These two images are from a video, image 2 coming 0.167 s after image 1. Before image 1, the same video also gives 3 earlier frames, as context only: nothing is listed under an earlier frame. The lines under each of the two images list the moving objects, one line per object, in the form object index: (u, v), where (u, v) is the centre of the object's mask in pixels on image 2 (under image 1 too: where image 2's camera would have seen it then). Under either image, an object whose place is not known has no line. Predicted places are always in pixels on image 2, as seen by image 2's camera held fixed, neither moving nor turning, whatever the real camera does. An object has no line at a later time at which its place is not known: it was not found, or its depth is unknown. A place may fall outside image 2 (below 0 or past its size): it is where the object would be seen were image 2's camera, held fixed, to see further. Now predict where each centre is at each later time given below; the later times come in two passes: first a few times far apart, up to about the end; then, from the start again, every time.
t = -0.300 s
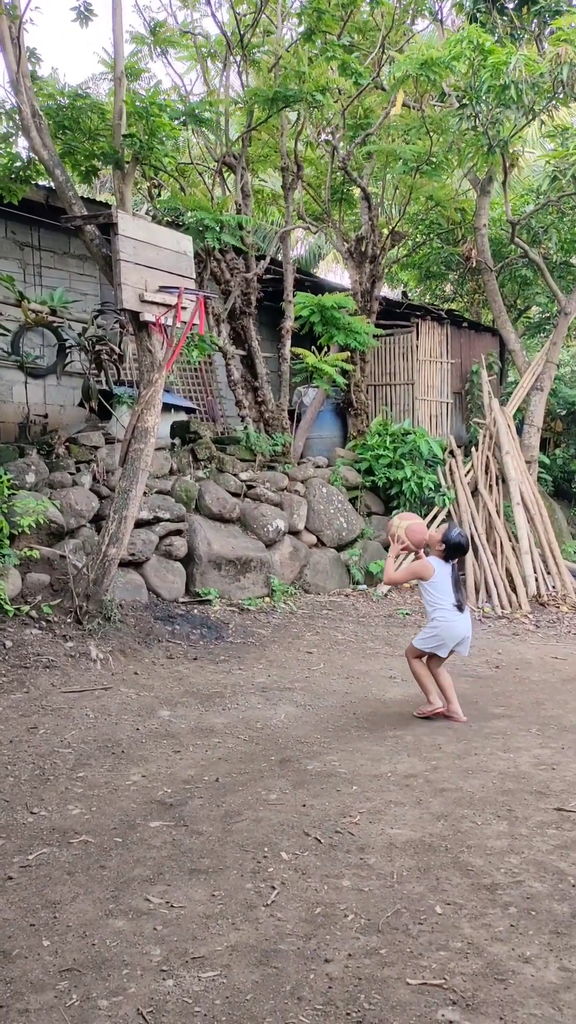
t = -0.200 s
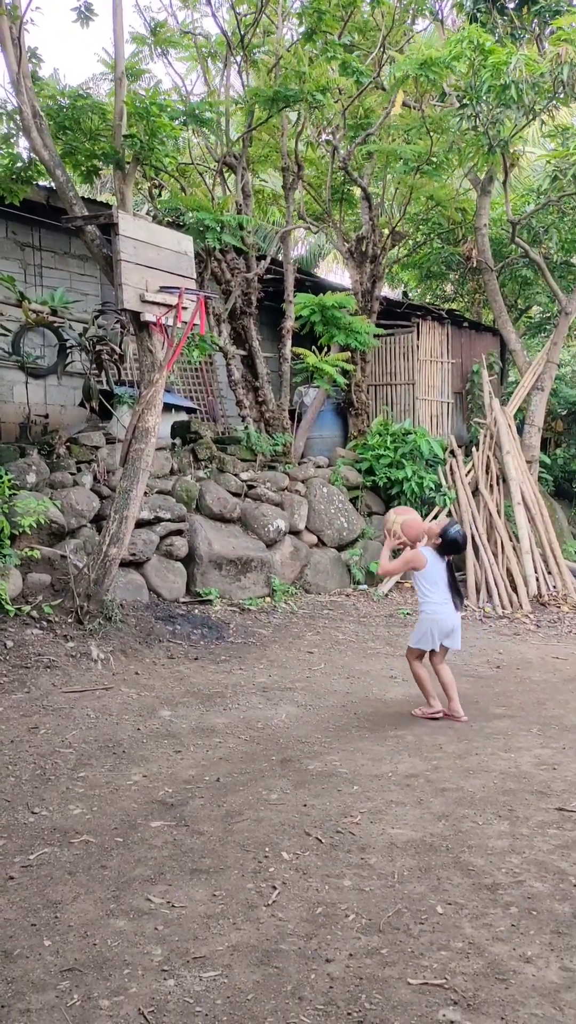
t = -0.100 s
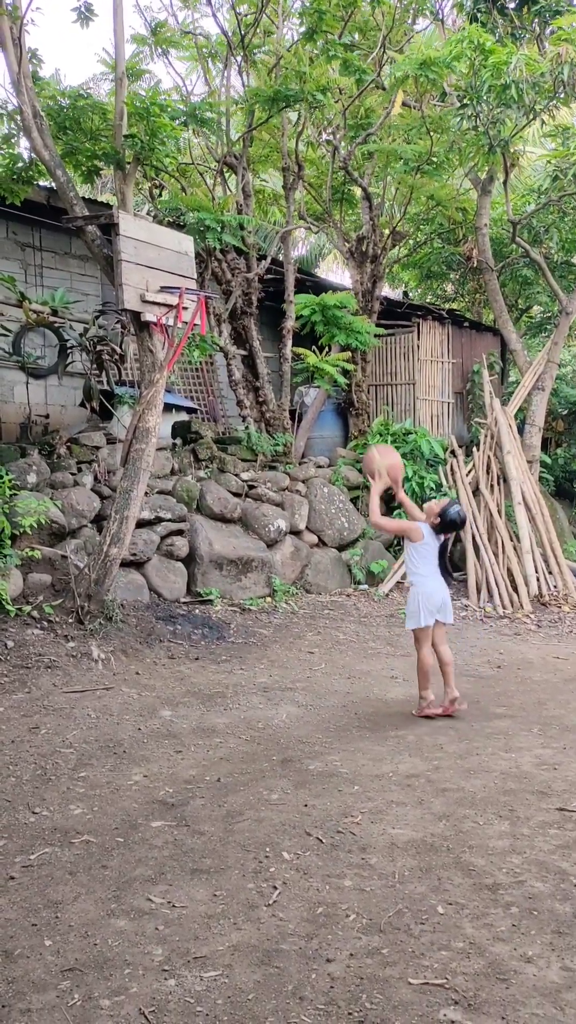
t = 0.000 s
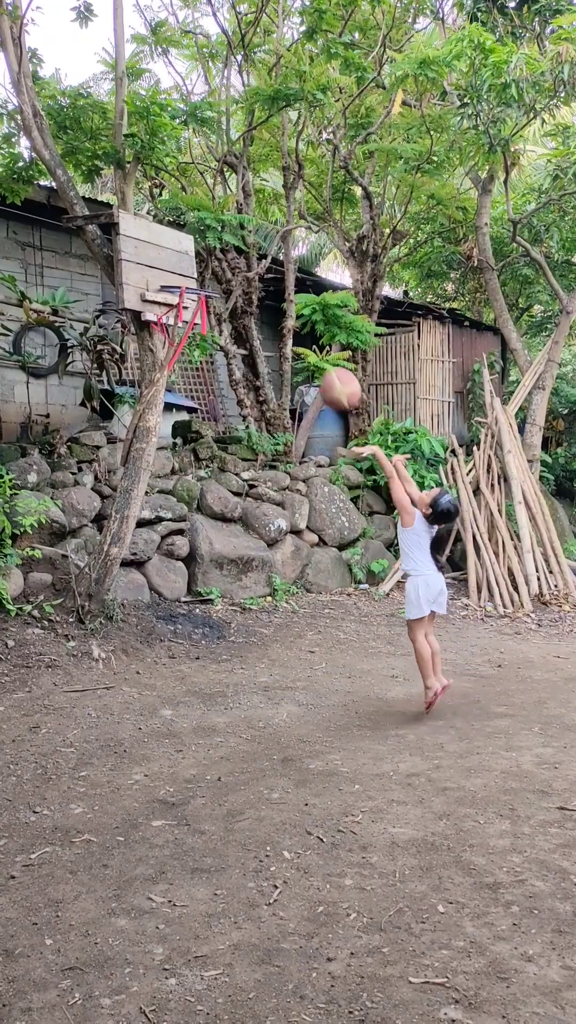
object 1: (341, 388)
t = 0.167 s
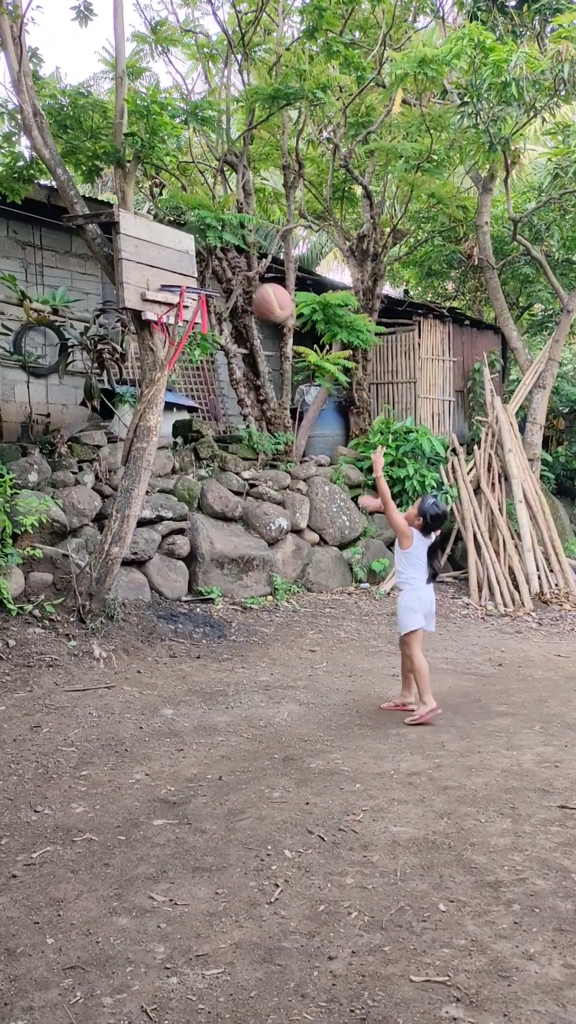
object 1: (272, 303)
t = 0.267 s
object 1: (235, 277)
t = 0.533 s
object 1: (161, 265)
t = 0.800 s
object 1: (146, 297)
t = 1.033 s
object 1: (160, 389)
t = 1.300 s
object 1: (179, 610)
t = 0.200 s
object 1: (260, 293)
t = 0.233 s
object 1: (247, 284)
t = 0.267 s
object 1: (235, 277)
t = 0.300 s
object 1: (223, 272)
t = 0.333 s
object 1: (211, 269)
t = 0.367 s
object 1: (199, 268)
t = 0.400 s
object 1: (188, 268)
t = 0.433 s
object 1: (179, 268)
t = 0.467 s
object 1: (174, 265)
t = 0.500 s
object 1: (167, 264)
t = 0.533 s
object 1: (161, 265)
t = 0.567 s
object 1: (155, 267)
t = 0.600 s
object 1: (149, 272)
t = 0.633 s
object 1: (143, 278)
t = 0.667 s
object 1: (140, 282)
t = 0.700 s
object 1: (141, 283)
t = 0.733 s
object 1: (142, 286)
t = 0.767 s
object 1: (145, 291)
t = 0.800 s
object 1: (146, 297)
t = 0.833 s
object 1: (148, 305)
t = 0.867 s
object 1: (150, 316)
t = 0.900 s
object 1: (152, 326)
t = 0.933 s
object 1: (154, 339)
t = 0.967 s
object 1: (156, 353)
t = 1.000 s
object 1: (158, 371)
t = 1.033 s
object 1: (160, 389)
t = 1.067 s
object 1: (162, 411)
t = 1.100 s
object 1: (165, 433)
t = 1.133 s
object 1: (167, 458)
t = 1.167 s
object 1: (170, 484)
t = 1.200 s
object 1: (172, 512)
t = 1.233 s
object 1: (175, 543)
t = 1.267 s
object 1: (177, 576)
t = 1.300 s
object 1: (179, 610)
